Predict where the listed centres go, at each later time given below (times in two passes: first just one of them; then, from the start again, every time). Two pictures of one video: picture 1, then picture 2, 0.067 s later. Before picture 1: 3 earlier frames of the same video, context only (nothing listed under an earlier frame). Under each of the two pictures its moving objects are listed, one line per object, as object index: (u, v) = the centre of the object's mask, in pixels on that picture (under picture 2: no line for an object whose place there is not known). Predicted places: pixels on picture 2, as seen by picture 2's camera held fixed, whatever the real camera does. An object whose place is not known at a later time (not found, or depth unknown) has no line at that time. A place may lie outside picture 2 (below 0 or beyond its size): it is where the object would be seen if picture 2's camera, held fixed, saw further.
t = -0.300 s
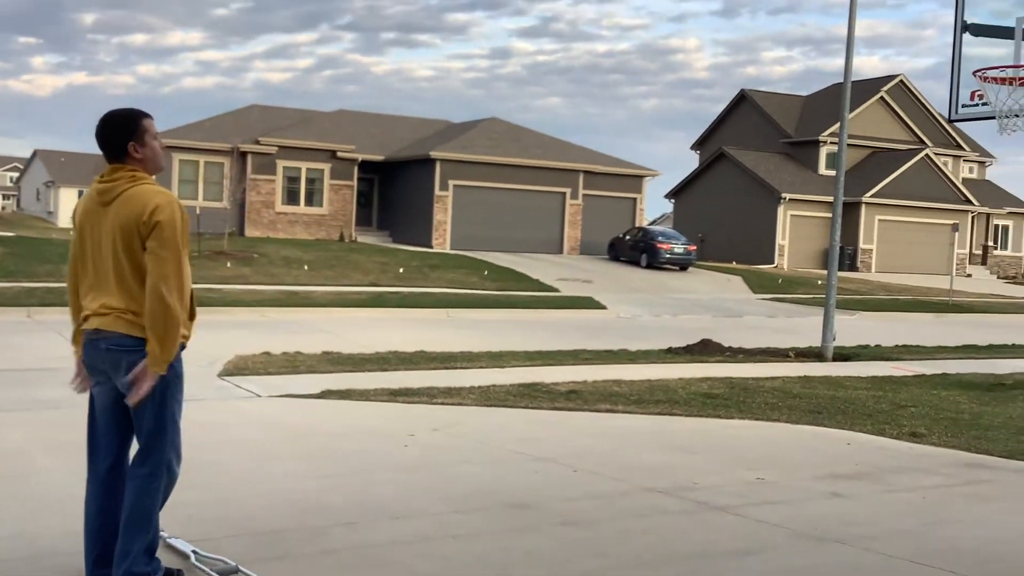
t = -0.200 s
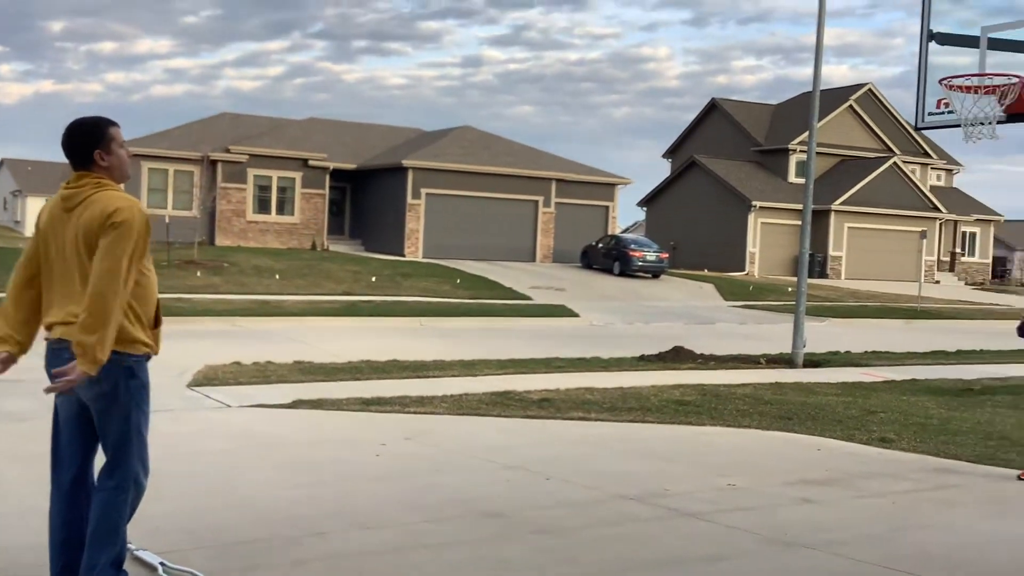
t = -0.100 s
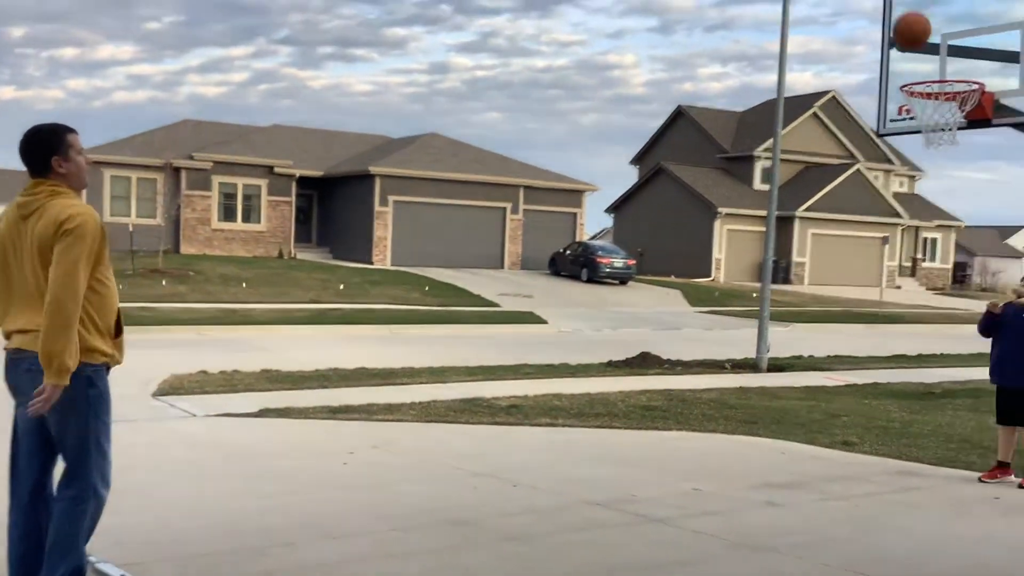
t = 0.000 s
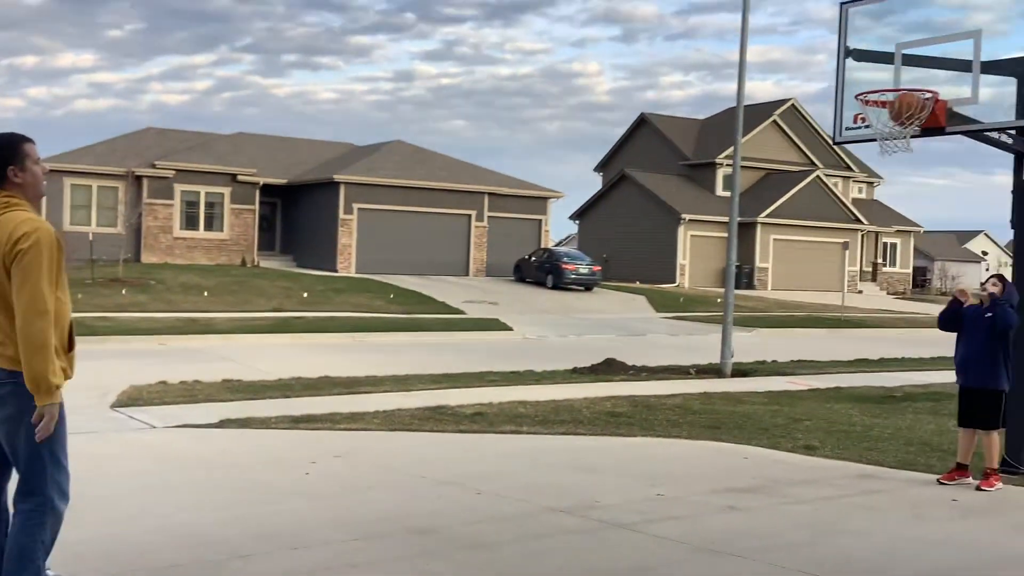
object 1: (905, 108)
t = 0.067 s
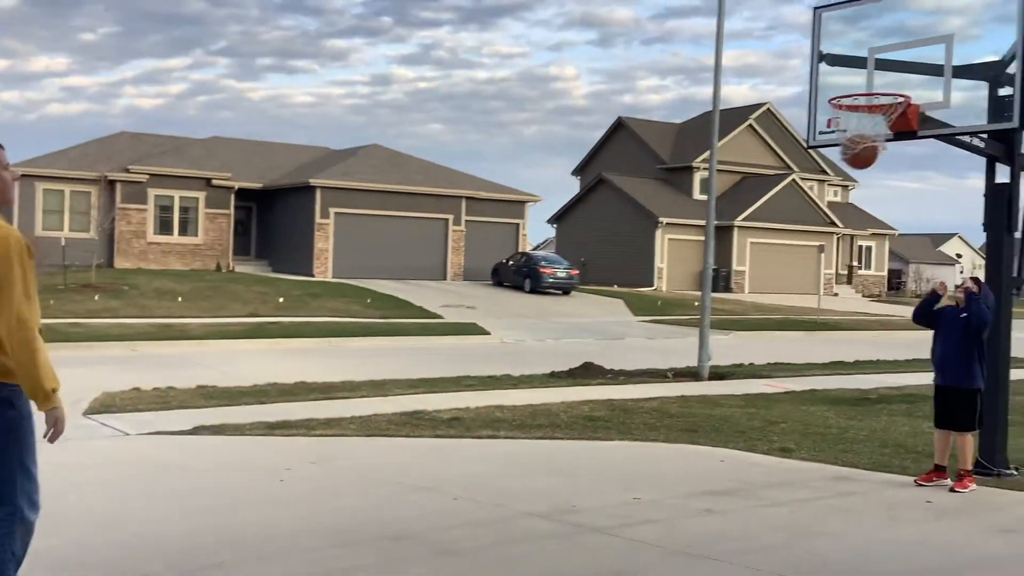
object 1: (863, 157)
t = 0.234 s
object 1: (813, 249)
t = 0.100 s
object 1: (851, 167)
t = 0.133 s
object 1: (843, 184)
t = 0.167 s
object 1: (834, 203)
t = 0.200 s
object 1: (825, 225)
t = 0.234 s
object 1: (813, 249)
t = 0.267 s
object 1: (806, 273)
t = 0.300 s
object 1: (798, 299)
